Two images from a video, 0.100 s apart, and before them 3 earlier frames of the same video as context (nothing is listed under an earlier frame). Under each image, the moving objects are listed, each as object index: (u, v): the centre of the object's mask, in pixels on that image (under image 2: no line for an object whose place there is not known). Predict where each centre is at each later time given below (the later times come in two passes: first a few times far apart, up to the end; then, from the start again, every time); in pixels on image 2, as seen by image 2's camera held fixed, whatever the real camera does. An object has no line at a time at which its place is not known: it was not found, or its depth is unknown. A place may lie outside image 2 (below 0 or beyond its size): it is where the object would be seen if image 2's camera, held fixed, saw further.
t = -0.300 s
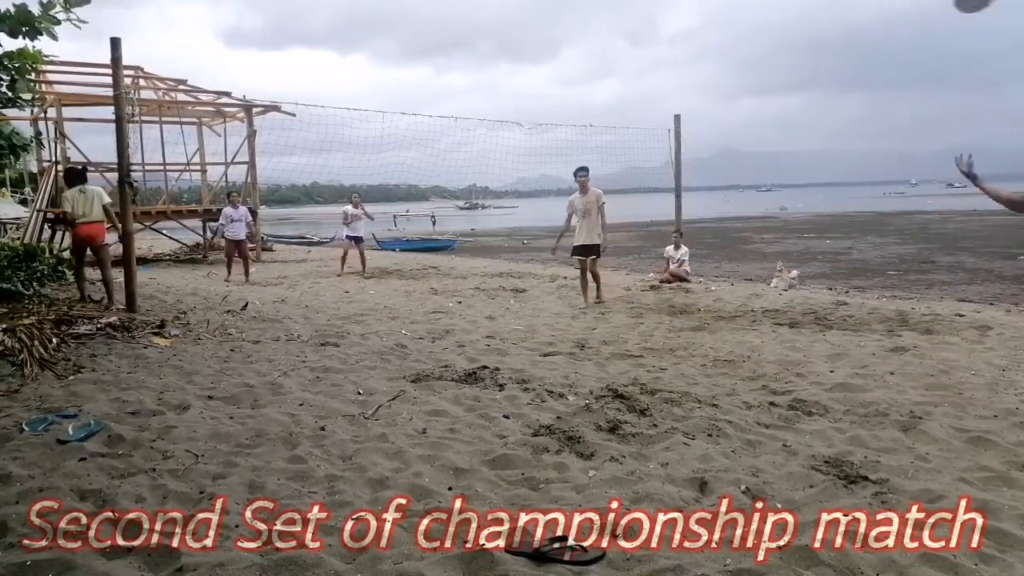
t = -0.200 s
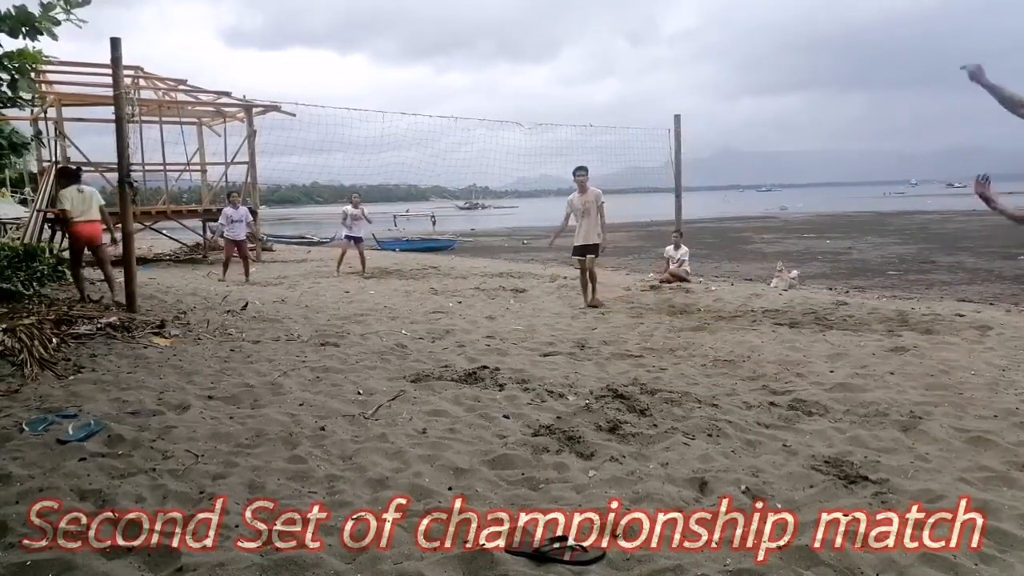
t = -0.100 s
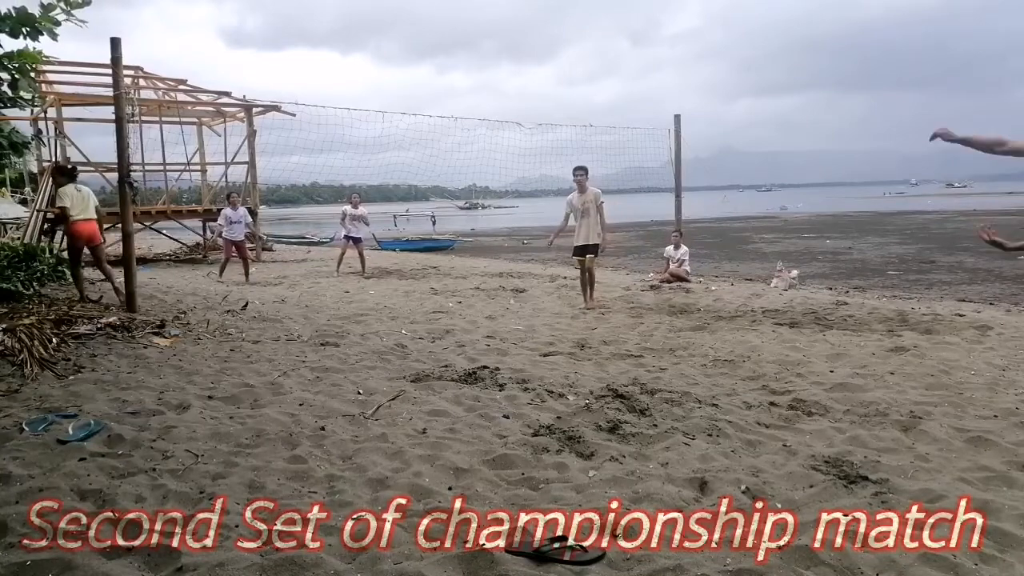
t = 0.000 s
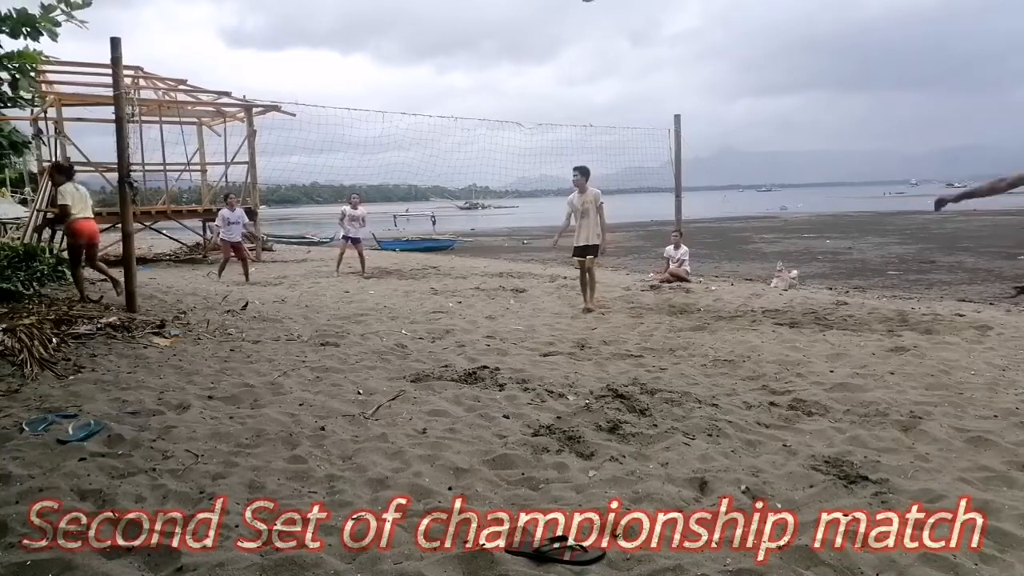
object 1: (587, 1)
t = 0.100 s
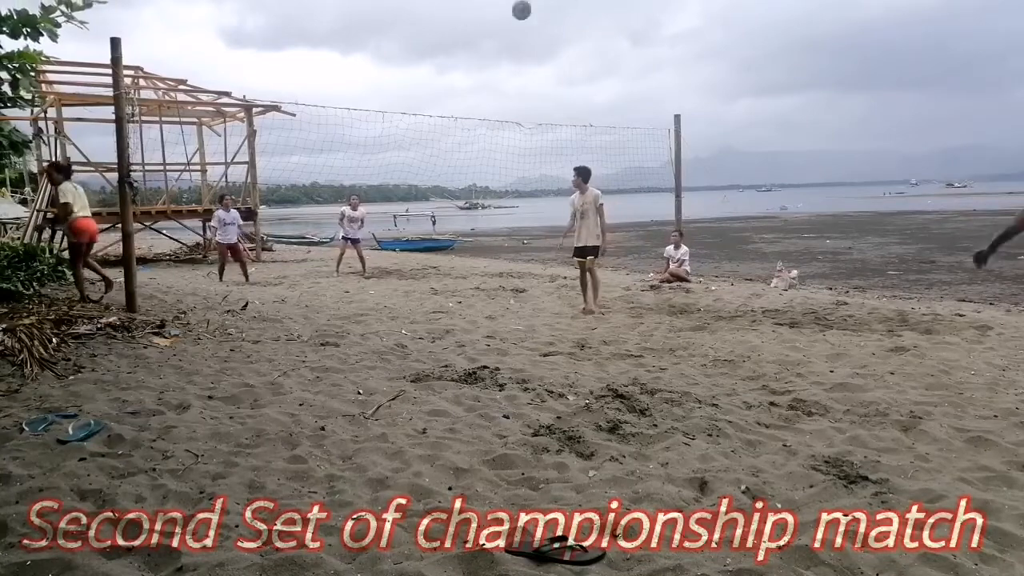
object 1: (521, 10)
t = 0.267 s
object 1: (441, 52)
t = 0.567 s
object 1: (354, 143)
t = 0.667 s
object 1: (335, 177)
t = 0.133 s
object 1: (502, 17)
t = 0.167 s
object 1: (485, 26)
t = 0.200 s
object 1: (470, 34)
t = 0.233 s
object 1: (455, 43)
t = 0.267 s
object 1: (441, 52)
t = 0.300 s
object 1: (429, 61)
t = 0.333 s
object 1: (417, 71)
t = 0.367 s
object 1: (406, 80)
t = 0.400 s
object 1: (395, 90)
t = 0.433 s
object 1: (386, 100)
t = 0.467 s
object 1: (377, 111)
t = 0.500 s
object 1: (369, 122)
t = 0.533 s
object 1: (361, 132)
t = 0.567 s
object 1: (354, 143)
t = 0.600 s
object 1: (347, 154)
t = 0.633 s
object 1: (341, 166)
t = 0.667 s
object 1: (335, 177)
